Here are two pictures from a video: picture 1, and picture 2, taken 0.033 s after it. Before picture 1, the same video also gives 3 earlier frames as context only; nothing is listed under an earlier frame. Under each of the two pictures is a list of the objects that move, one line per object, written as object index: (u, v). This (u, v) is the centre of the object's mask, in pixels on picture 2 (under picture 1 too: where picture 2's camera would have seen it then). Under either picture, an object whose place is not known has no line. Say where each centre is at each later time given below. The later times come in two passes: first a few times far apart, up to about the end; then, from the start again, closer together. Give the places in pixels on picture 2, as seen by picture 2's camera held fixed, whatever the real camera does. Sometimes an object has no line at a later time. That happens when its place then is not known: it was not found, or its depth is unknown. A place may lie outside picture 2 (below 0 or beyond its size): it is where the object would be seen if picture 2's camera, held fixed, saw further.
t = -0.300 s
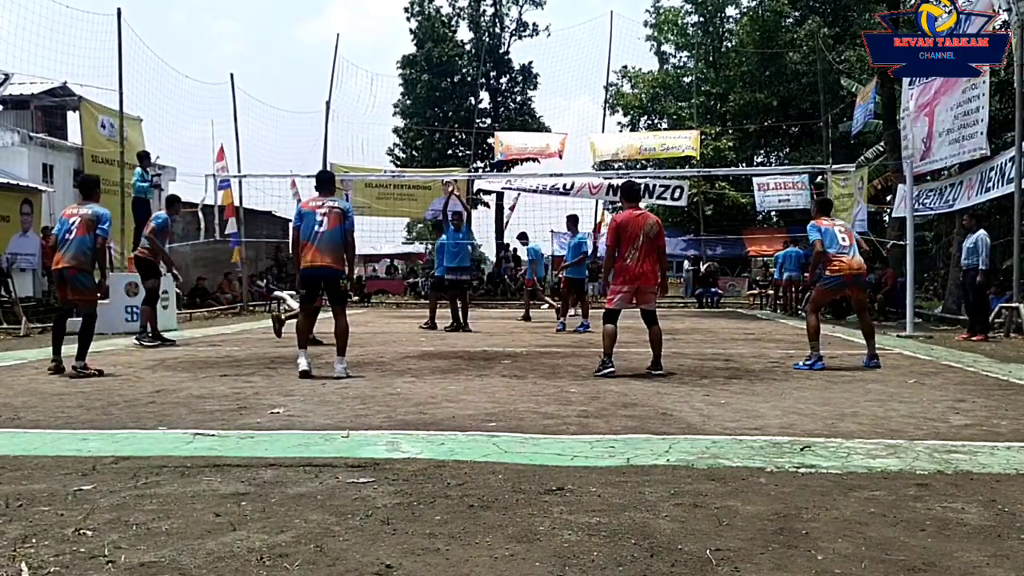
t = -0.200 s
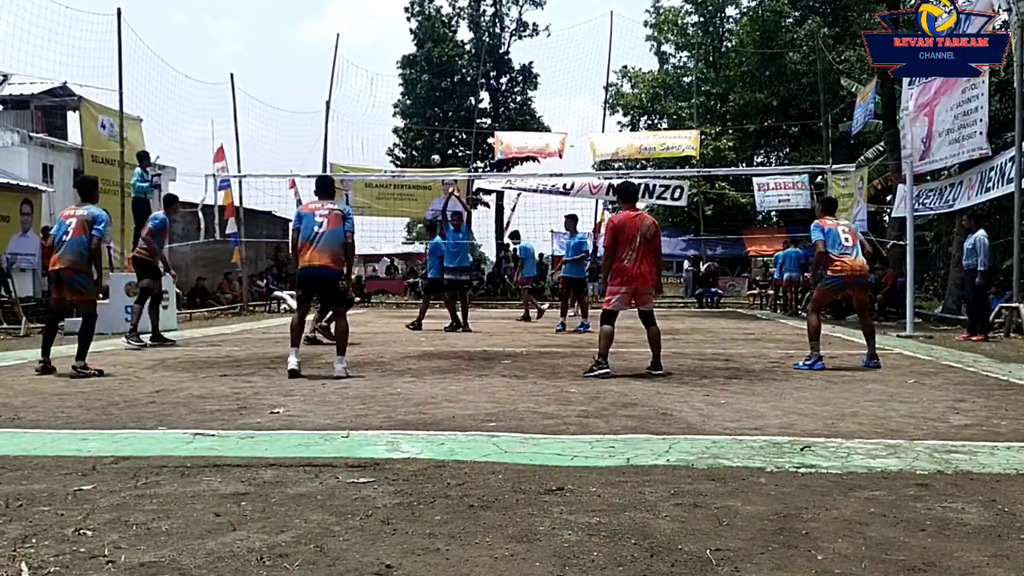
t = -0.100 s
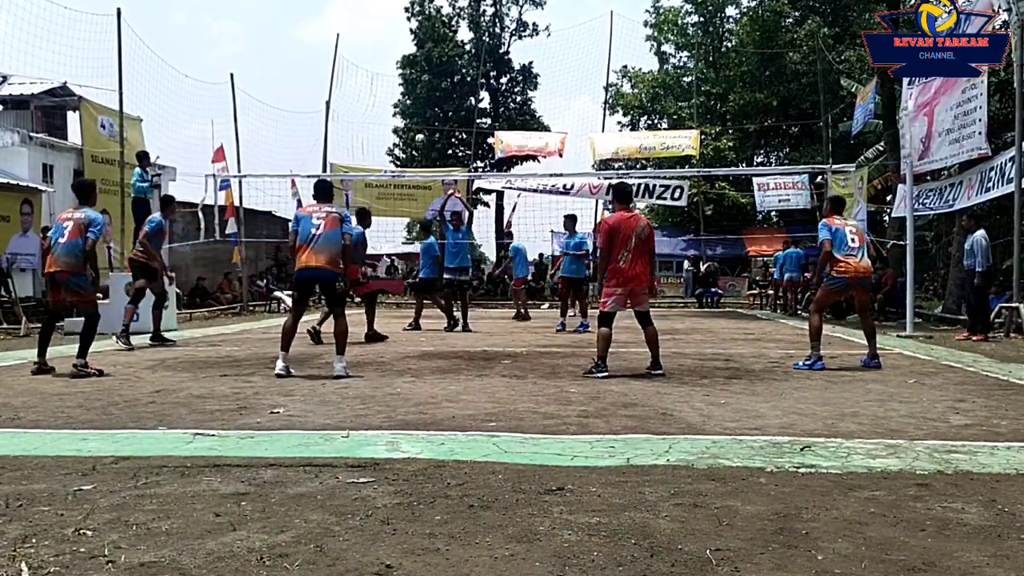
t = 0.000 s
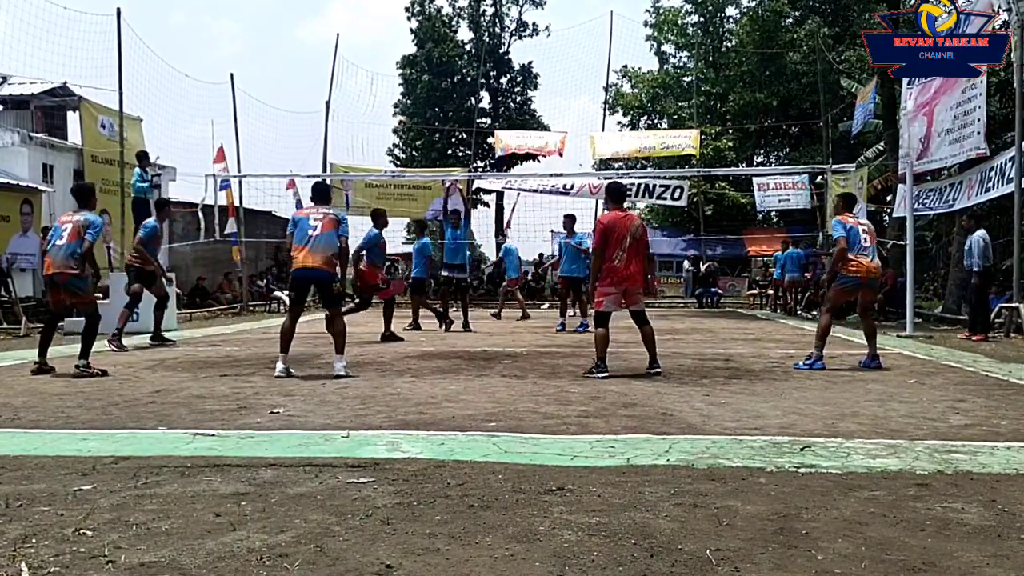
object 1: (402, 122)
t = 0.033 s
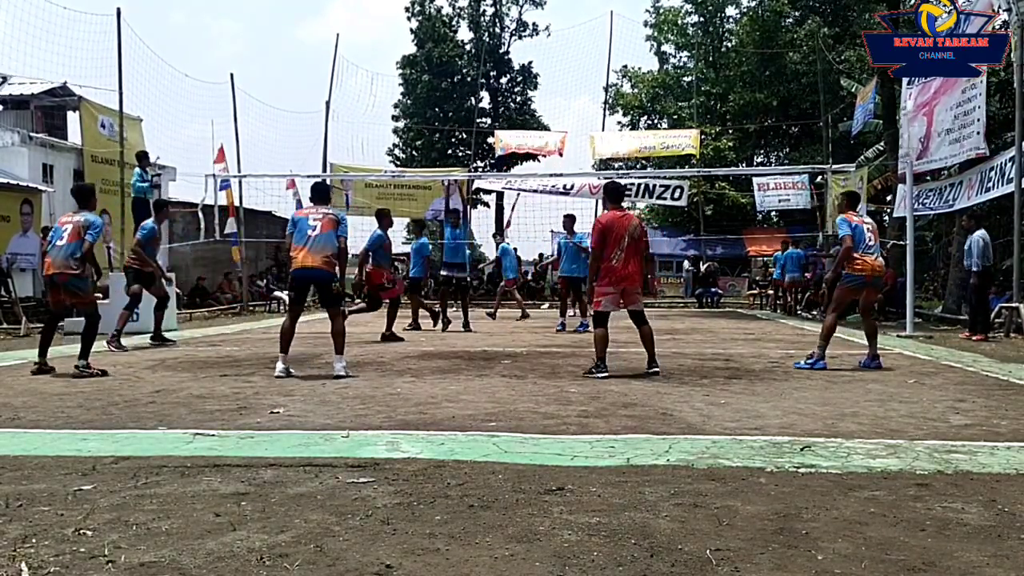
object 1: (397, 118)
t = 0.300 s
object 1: (329, 94)
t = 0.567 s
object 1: (218, 127)
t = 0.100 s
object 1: (382, 108)
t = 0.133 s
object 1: (375, 104)
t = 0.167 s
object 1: (366, 101)
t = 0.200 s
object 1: (358, 98)
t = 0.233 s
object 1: (349, 96)
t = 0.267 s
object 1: (339, 95)
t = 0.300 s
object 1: (329, 94)
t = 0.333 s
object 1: (318, 94)
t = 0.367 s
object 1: (306, 95)
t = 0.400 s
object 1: (294, 97)
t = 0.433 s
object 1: (280, 101)
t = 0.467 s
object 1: (267, 105)
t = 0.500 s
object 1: (252, 111)
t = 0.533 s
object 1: (236, 118)
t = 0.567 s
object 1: (218, 127)
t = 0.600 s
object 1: (200, 138)
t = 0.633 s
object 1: (180, 152)
